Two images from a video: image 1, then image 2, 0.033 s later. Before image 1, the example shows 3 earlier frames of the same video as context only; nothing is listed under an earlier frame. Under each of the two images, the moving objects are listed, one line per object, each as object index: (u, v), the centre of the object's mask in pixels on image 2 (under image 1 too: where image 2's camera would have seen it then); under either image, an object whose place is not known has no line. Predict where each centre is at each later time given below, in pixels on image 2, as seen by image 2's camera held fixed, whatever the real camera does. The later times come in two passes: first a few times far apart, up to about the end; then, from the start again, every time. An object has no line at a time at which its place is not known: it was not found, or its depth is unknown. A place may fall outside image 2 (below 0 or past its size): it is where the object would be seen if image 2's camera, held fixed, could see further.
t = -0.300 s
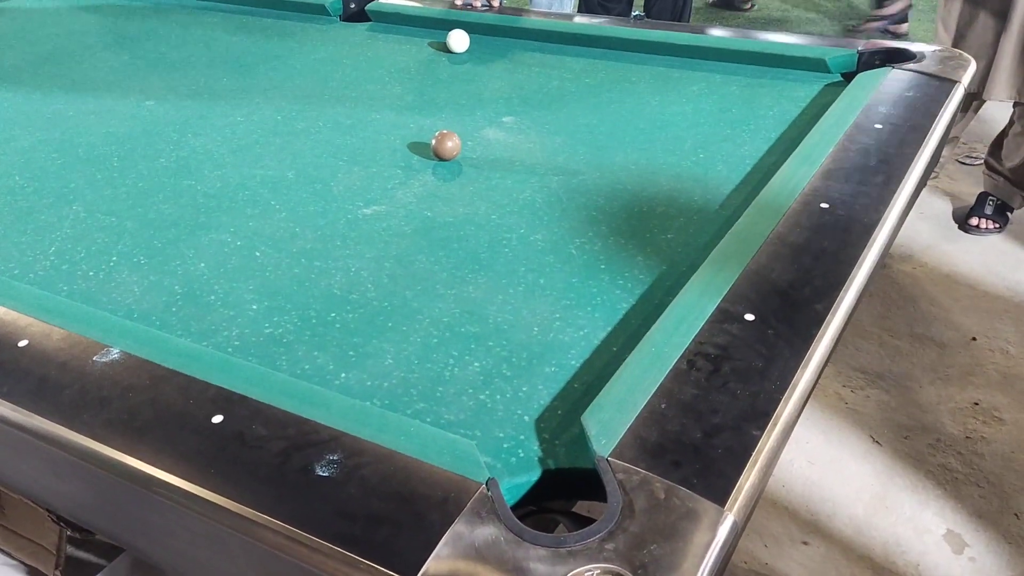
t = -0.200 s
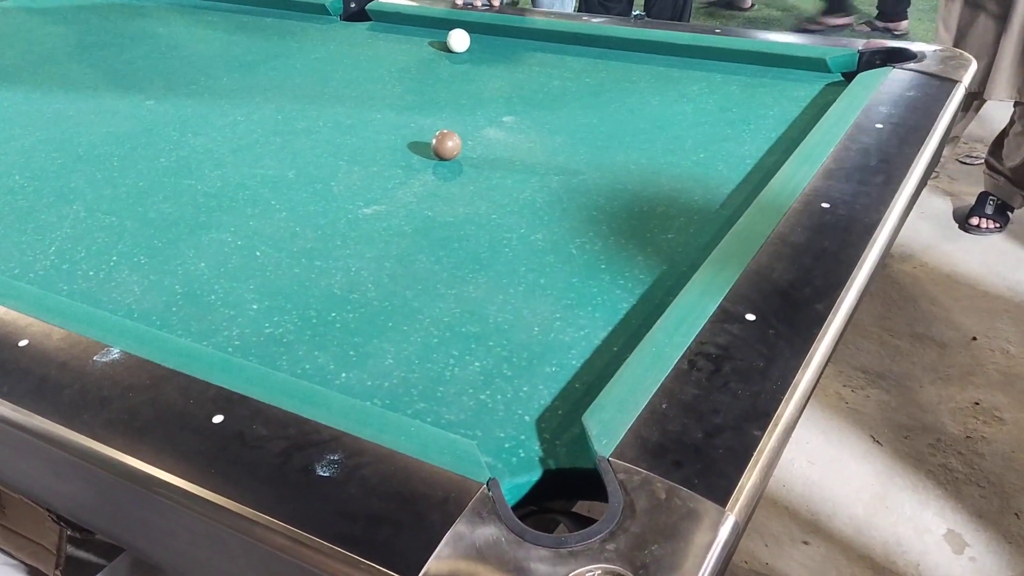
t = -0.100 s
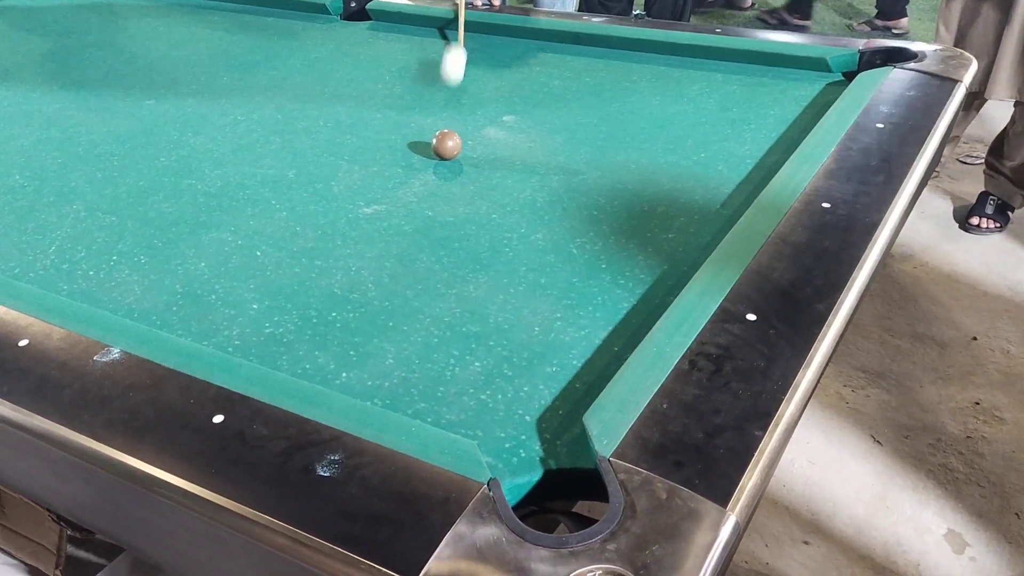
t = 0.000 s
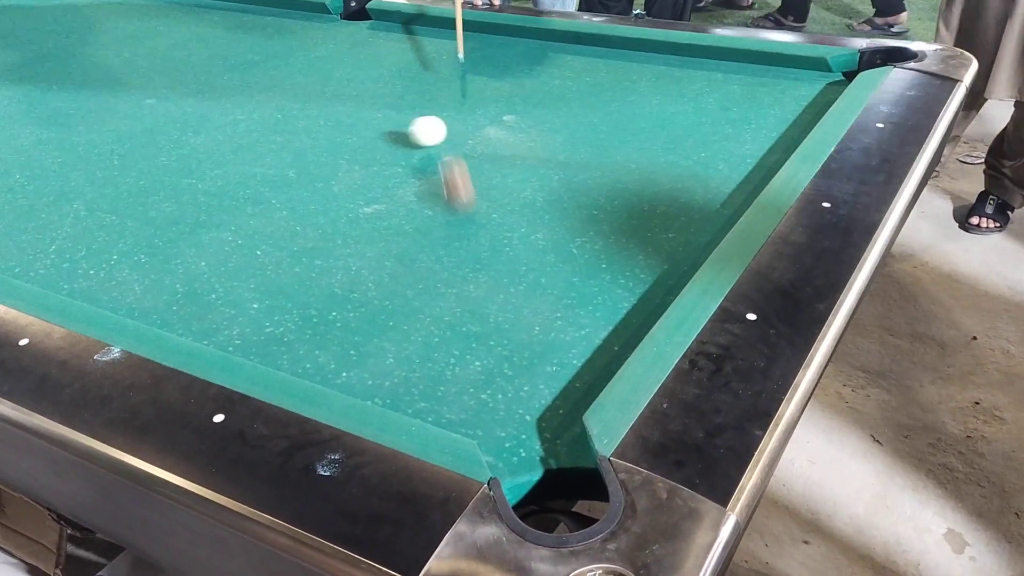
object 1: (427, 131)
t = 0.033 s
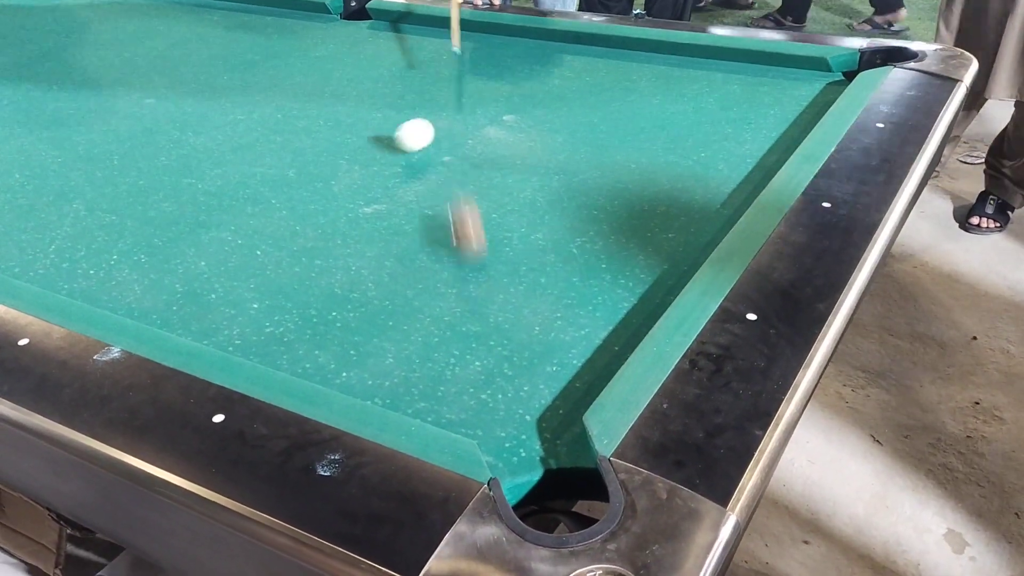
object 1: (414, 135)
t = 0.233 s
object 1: (342, 174)
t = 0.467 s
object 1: (249, 218)
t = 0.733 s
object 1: (123, 278)
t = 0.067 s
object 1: (401, 144)
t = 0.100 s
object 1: (389, 149)
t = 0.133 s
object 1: (378, 156)
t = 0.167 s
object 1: (366, 162)
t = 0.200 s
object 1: (354, 168)
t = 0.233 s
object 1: (342, 174)
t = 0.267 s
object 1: (329, 180)
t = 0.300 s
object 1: (317, 186)
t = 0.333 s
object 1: (304, 192)
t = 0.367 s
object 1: (290, 198)
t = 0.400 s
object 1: (277, 205)
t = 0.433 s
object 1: (263, 212)
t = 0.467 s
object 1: (249, 218)
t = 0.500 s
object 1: (235, 225)
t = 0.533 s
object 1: (220, 232)
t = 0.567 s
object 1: (205, 239)
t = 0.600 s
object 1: (189, 247)
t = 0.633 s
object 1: (173, 254)
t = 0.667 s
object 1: (157, 262)
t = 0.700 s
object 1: (140, 270)
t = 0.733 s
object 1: (123, 278)
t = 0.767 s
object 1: (106, 286)
